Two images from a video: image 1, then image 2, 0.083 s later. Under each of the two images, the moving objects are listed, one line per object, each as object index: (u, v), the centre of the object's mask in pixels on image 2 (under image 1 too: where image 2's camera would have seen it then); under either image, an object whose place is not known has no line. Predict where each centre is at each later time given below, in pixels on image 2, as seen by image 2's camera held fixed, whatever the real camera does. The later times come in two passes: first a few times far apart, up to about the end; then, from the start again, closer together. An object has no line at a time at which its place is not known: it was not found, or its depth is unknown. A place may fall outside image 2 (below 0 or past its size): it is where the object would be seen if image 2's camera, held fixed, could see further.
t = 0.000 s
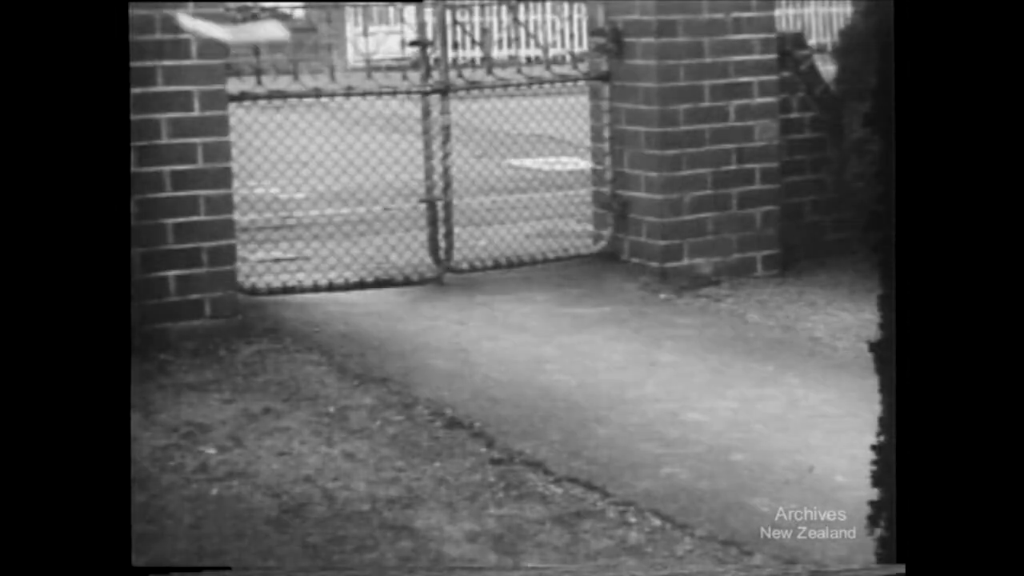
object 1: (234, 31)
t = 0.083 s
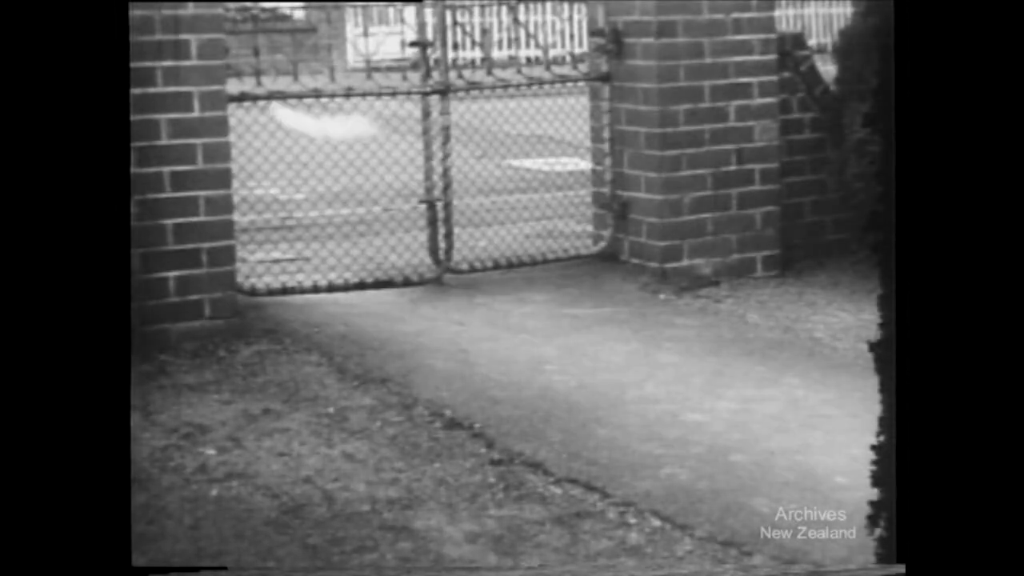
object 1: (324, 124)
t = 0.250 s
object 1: (502, 357)
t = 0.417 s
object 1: (566, 315)
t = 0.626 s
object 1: (623, 345)
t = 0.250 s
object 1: (502, 357)
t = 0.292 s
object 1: (522, 340)
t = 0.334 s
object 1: (534, 327)
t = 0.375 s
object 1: (549, 316)
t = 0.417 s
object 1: (566, 315)
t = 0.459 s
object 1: (581, 320)
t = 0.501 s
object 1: (596, 328)
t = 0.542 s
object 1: (609, 343)
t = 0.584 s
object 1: (617, 344)
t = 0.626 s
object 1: (623, 345)
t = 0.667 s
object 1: (629, 347)
